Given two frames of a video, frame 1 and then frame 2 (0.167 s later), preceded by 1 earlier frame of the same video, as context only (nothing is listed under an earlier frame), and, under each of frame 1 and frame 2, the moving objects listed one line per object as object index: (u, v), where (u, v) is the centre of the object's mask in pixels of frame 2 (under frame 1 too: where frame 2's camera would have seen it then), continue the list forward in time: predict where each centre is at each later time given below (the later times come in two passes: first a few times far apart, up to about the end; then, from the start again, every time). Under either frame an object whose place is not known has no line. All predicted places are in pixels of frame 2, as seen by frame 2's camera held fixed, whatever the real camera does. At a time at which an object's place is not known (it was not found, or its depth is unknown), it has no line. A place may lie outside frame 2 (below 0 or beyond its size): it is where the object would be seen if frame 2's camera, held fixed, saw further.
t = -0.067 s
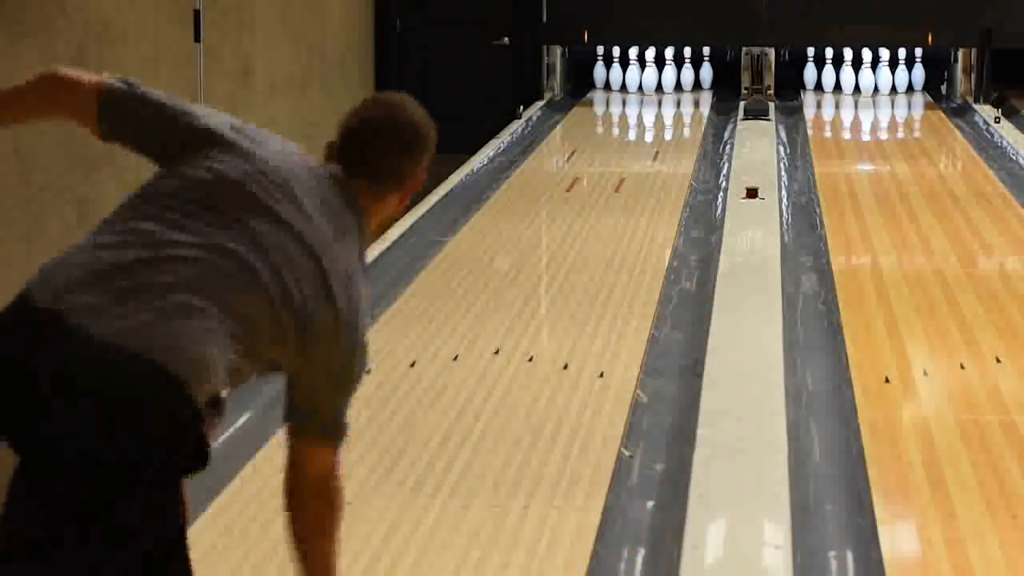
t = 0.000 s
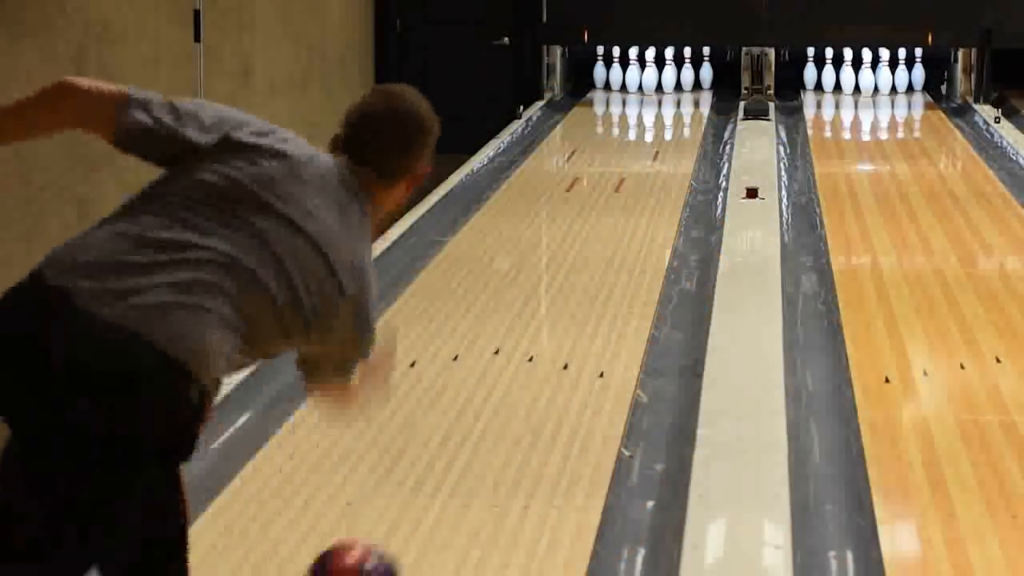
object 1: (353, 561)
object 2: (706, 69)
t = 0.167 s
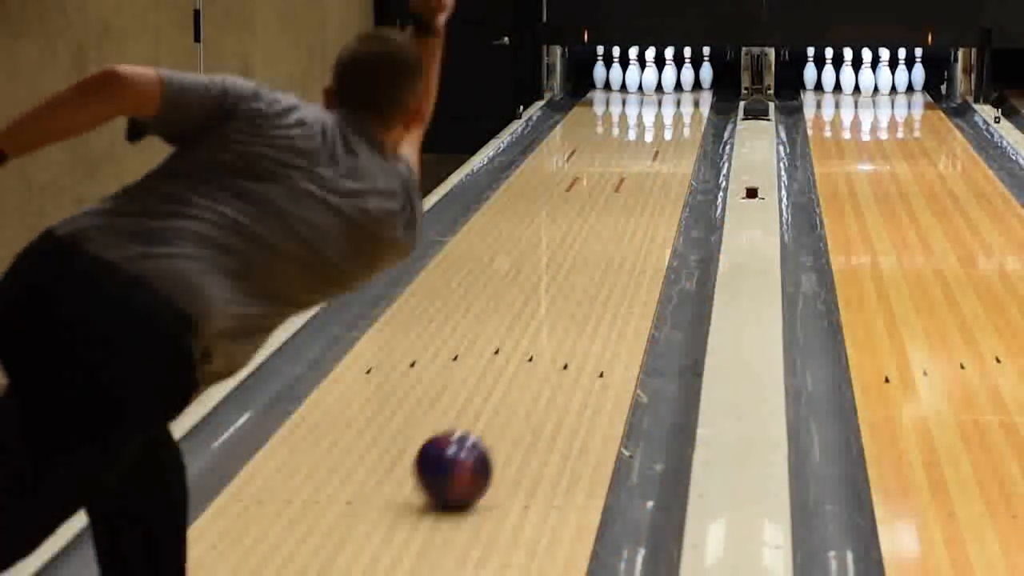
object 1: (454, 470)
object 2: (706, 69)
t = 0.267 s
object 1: (496, 413)
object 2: (706, 69)
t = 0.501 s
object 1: (567, 314)
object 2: (706, 69)
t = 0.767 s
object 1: (619, 240)
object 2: (706, 69)
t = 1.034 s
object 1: (652, 189)
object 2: (706, 69)
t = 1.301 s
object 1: (671, 152)
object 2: (706, 69)
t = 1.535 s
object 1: (679, 126)
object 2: (706, 69)
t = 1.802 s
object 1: (675, 105)
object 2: (706, 69)
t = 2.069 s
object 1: (659, 87)
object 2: (706, 69)
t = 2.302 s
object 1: (651, 79)
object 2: (718, 67)
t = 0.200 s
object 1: (469, 449)
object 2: (706, 69)
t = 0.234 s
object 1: (482, 431)
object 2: (706, 69)
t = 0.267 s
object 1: (496, 413)
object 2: (706, 69)
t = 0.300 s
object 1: (508, 396)
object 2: (706, 69)
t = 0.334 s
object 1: (520, 380)
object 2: (706, 69)
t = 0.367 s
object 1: (530, 365)
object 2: (706, 69)
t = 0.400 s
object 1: (541, 351)
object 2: (706, 69)
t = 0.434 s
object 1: (550, 338)
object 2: (706, 69)
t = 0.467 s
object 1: (559, 325)
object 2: (706, 69)
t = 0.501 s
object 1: (567, 314)
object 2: (706, 69)
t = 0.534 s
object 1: (575, 303)
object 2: (706, 69)
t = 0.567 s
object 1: (583, 292)
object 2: (706, 69)
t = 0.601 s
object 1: (589, 282)
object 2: (706, 69)
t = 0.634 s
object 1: (596, 273)
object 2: (706, 69)
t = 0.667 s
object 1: (602, 264)
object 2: (706, 69)
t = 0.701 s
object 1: (608, 256)
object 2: (706, 69)
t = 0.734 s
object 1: (613, 247)
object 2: (706, 69)
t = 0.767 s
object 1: (619, 240)
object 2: (706, 69)
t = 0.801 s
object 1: (624, 232)
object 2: (706, 69)
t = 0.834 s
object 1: (628, 225)
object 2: (706, 69)
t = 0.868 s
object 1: (633, 218)
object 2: (706, 69)
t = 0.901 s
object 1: (637, 212)
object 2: (706, 69)
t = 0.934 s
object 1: (641, 206)
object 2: (706, 69)
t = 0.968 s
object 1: (645, 200)
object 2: (706, 69)
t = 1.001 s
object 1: (648, 194)
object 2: (706, 69)
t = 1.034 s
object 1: (652, 189)
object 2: (706, 69)
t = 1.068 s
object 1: (655, 183)
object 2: (706, 69)
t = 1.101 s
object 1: (658, 178)
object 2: (706, 69)
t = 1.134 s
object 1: (660, 173)
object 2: (706, 69)
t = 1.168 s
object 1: (663, 169)
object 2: (706, 69)
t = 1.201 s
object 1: (665, 164)
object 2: (706, 69)
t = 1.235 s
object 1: (667, 160)
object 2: (706, 69)
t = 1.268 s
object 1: (669, 156)
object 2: (706, 69)
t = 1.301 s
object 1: (671, 152)
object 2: (706, 69)
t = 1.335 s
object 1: (673, 148)
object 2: (706, 69)
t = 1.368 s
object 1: (674, 144)
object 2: (706, 69)
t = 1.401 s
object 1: (676, 141)
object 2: (706, 69)
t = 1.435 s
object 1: (677, 137)
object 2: (706, 69)
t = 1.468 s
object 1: (678, 133)
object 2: (706, 69)
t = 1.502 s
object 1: (678, 130)
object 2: (706, 69)
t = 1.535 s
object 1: (679, 126)
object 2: (706, 69)
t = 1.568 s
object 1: (679, 124)
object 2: (706, 69)
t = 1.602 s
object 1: (679, 121)
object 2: (706, 69)
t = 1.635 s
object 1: (679, 118)
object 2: (706, 70)
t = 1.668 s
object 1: (679, 115)
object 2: (706, 70)
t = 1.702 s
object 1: (678, 112)
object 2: (706, 69)
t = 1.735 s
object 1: (677, 109)
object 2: (706, 69)
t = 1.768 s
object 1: (676, 107)
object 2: (706, 69)
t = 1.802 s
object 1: (675, 105)
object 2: (706, 69)
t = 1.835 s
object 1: (673, 102)
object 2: (706, 69)
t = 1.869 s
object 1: (672, 100)
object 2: (706, 69)
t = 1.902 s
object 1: (670, 97)
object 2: (706, 69)
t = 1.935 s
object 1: (668, 95)
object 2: (706, 69)
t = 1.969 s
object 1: (666, 93)
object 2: (706, 69)
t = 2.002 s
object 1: (664, 91)
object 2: (706, 69)
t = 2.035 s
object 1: (661, 89)
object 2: (706, 69)
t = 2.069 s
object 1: (659, 87)
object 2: (706, 69)
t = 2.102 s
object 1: (656, 85)
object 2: (706, 69)
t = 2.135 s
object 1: (655, 83)
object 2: (706, 69)
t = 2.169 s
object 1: (656, 82)
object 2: (706, 69)
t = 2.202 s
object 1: (654, 81)
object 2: (706, 69)
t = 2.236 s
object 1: (654, 80)
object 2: (707, 69)
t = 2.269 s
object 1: (652, 79)
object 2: (712, 68)
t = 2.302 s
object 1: (651, 79)
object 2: (718, 67)
